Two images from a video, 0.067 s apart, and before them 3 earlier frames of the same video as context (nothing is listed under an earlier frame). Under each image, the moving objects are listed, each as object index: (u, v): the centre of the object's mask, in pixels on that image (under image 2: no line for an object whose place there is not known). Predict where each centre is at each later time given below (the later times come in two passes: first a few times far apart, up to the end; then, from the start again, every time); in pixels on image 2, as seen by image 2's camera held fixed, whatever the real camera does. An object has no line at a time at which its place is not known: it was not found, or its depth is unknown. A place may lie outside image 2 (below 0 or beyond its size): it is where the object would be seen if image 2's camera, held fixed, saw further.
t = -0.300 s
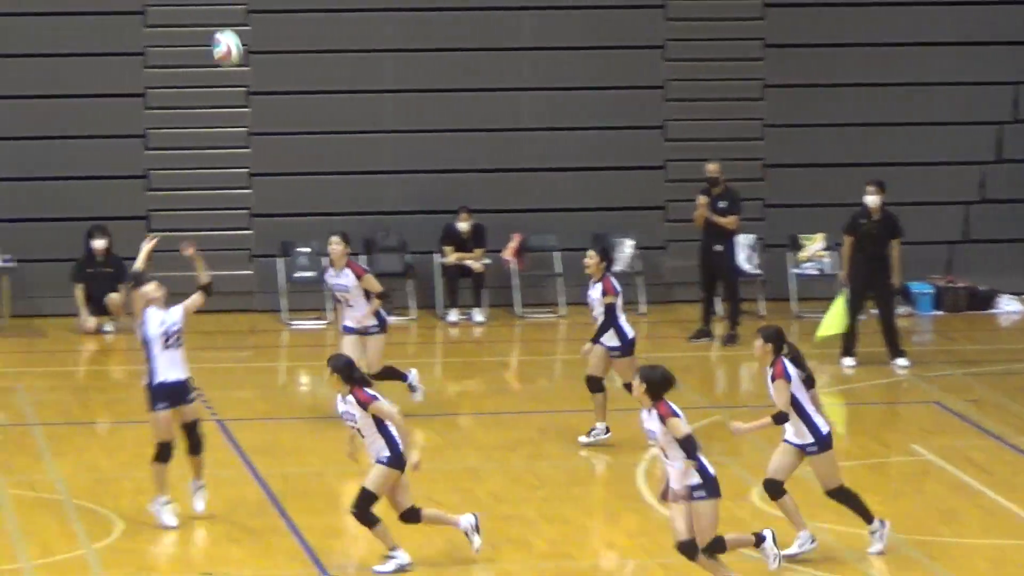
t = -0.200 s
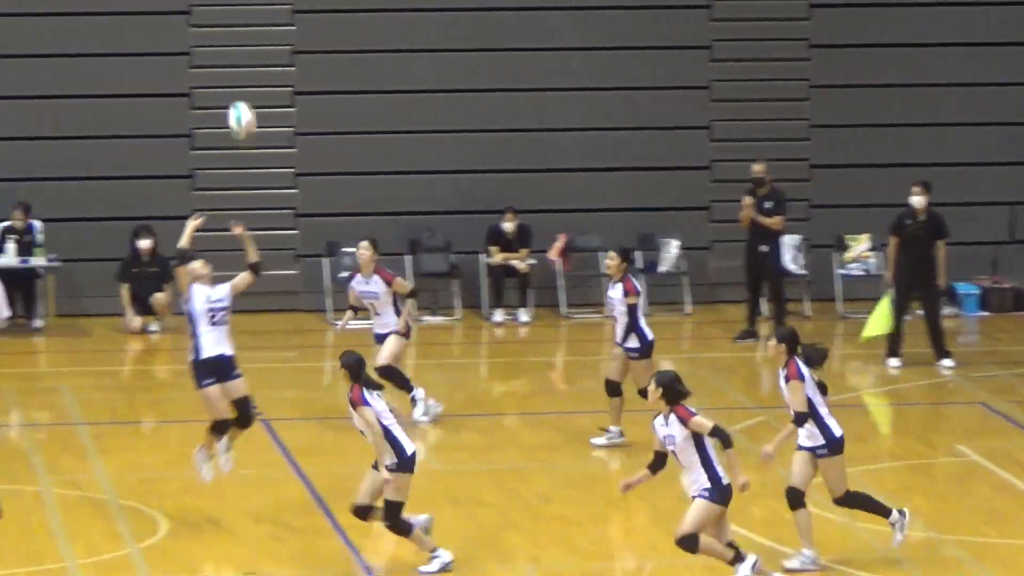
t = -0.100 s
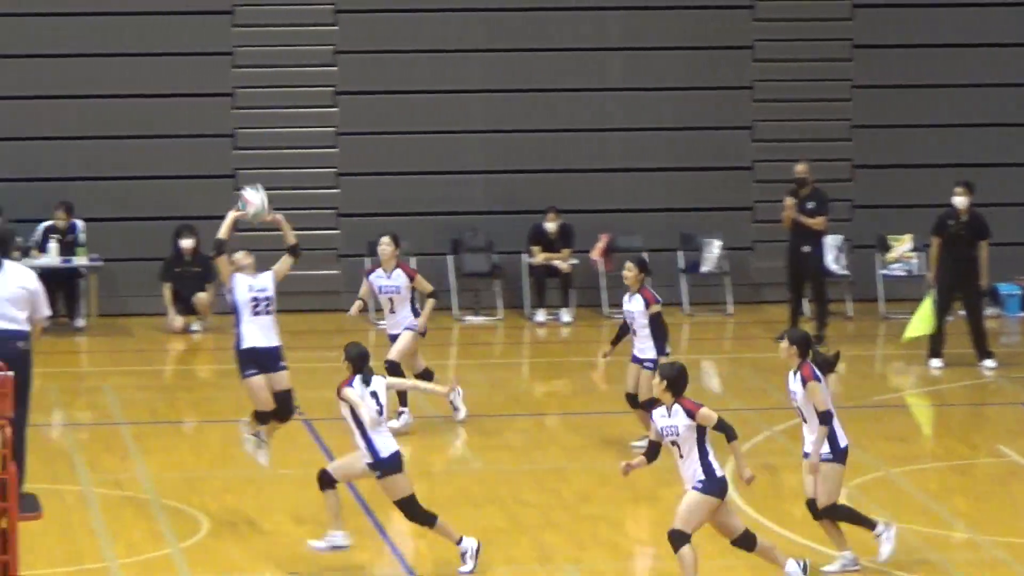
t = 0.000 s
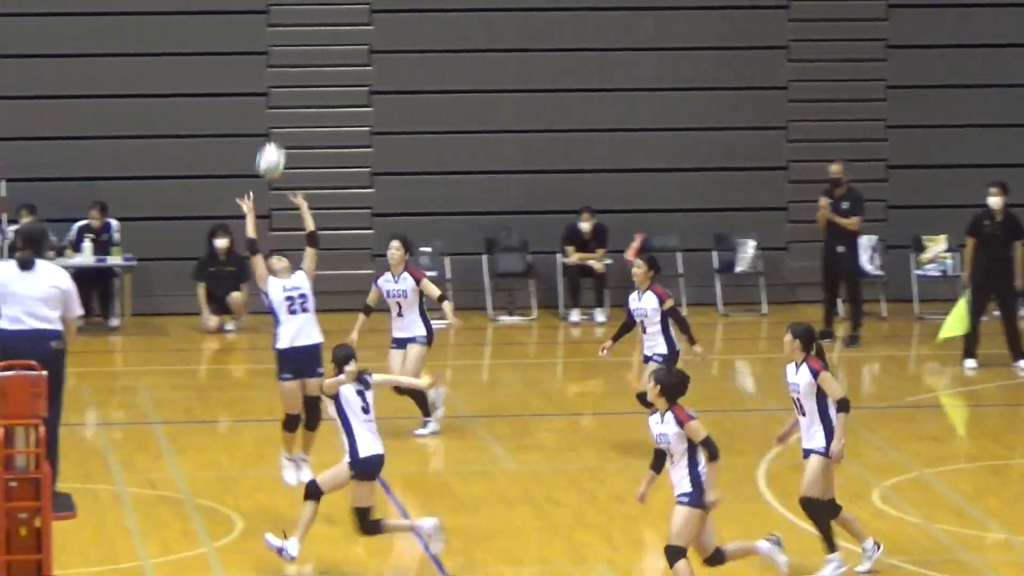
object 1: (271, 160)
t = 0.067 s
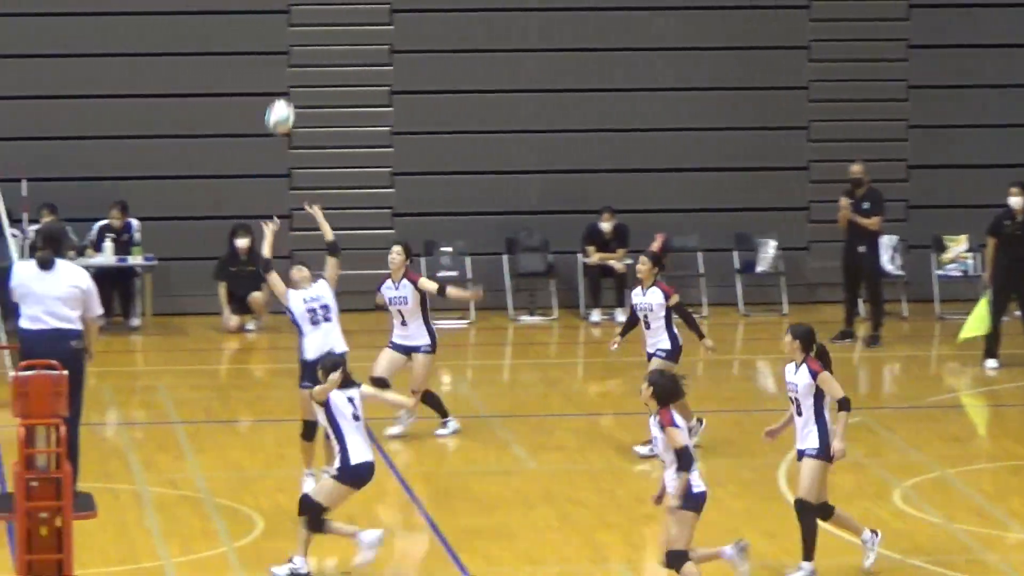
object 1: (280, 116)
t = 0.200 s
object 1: (257, 46)
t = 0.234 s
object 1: (250, 32)
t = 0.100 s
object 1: (275, 97)
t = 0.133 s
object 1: (268, 78)
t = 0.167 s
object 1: (263, 61)
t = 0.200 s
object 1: (257, 46)
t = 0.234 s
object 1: (250, 32)
